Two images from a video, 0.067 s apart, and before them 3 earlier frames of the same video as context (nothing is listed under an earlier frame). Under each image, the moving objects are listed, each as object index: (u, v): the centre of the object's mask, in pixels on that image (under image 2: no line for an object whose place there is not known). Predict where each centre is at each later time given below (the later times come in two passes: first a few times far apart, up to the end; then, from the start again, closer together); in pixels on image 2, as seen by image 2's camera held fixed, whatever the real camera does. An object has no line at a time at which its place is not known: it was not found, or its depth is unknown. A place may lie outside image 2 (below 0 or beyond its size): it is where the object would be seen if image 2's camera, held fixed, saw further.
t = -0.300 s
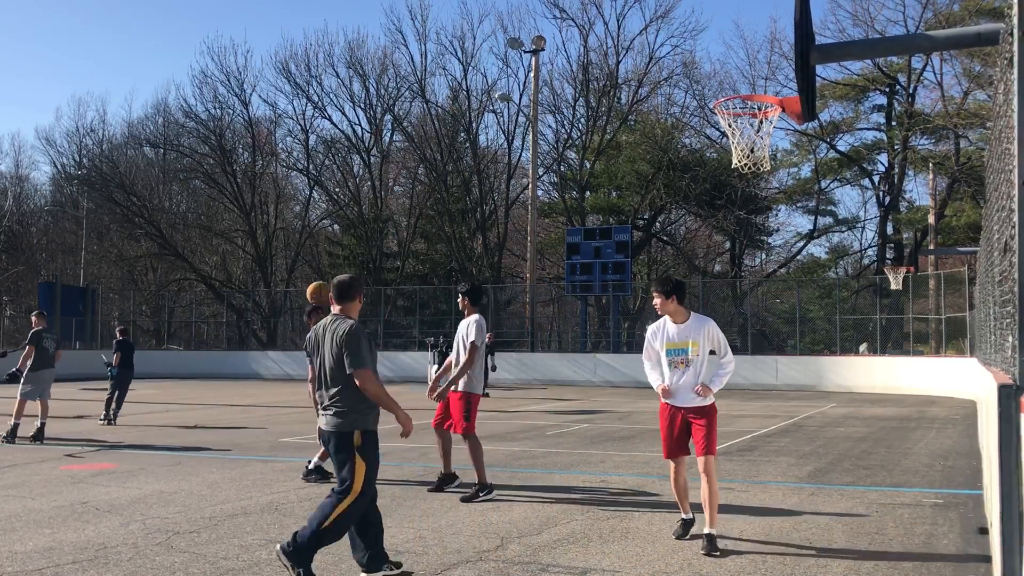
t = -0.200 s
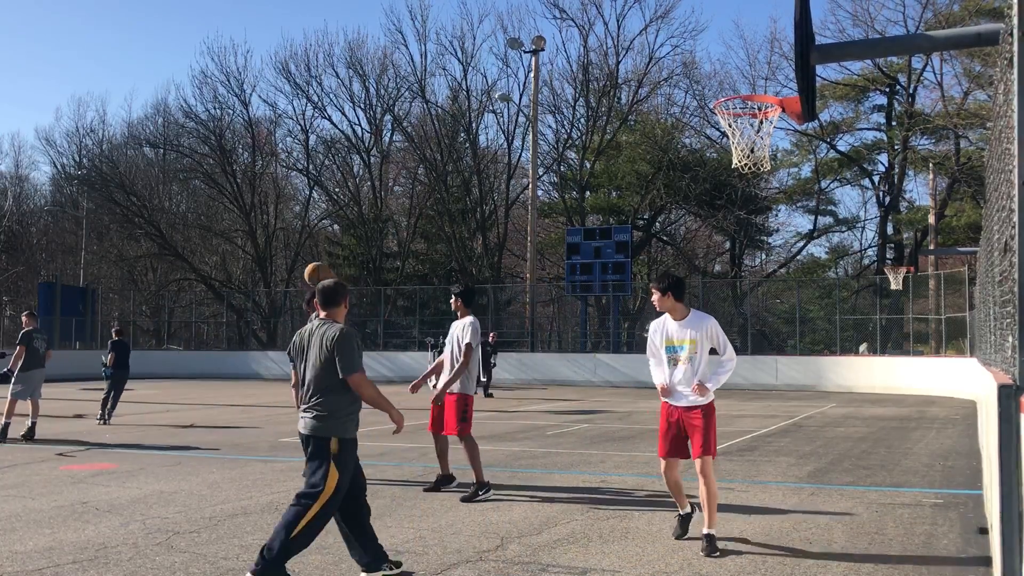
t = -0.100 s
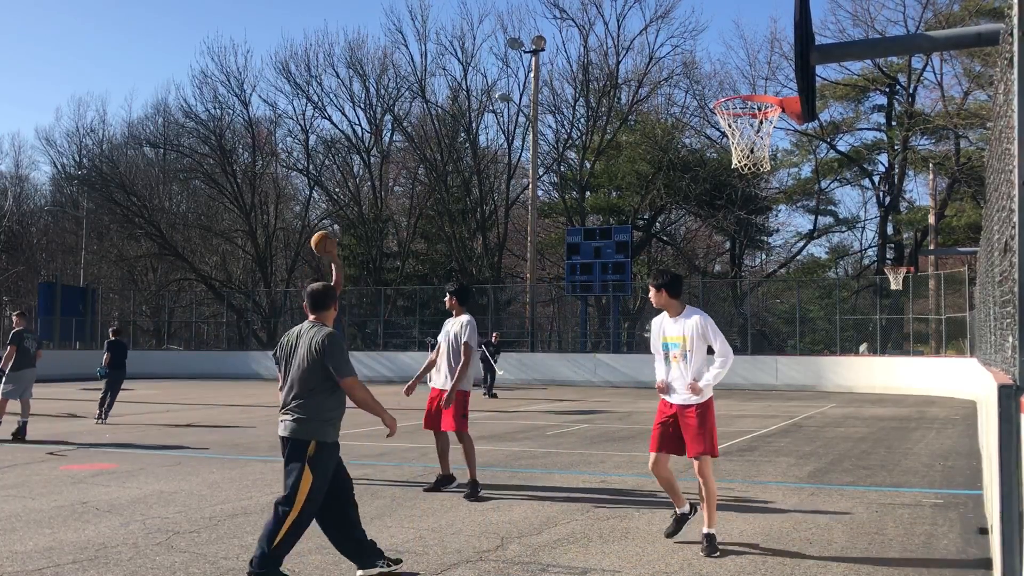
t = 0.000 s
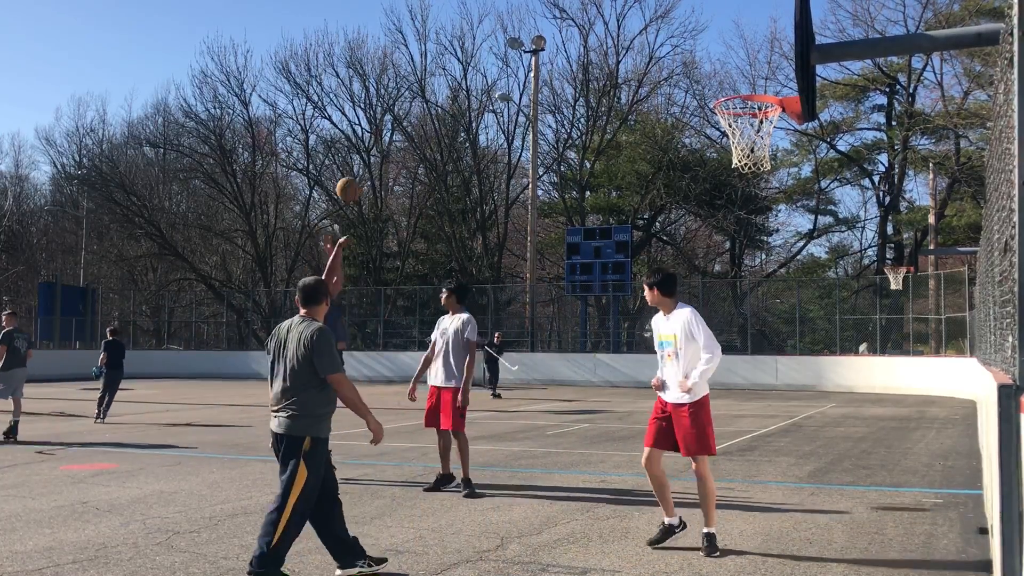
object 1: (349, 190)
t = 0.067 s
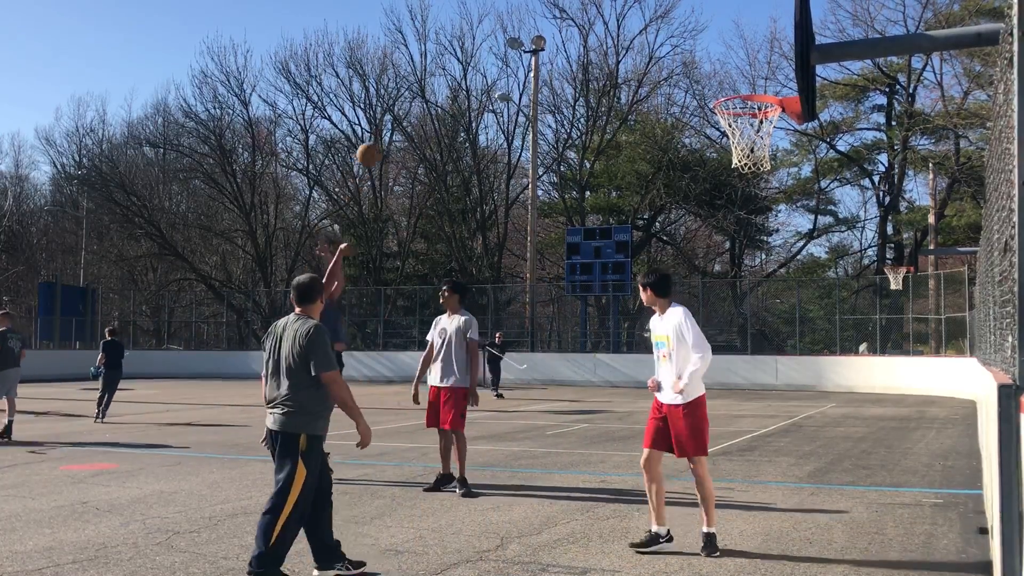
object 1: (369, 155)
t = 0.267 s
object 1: (433, 74)
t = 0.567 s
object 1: (542, 22)
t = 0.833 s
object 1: (651, 58)
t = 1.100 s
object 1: (721, 190)
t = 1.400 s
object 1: (729, 430)
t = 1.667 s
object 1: (705, 362)
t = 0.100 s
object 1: (380, 139)
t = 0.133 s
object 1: (390, 124)
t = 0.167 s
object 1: (400, 110)
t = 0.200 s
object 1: (412, 97)
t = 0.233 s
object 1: (422, 85)
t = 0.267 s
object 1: (433, 74)
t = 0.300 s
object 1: (445, 64)
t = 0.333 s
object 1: (456, 55)
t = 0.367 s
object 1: (469, 47)
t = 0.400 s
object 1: (480, 40)
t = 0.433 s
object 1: (492, 34)
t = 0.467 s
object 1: (504, 29)
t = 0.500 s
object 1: (516, 26)
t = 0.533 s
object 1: (529, 23)
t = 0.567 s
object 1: (542, 22)
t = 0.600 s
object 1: (555, 22)
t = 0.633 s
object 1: (567, 23)
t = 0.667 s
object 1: (581, 25)
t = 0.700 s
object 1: (594, 29)
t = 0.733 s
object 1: (608, 34)
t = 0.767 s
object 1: (622, 41)
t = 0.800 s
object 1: (636, 49)
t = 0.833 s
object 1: (651, 58)
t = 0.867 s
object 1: (666, 70)
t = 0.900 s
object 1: (680, 82)
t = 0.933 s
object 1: (696, 96)
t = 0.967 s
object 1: (708, 113)
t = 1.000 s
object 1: (714, 132)
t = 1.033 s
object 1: (718, 149)
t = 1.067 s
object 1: (719, 170)
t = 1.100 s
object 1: (721, 190)
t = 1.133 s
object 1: (721, 213)
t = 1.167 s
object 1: (722, 236)
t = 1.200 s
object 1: (722, 261)
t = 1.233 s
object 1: (723, 286)
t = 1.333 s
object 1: (726, 369)
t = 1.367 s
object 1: (727, 399)
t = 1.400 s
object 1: (729, 430)
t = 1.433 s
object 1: (731, 462)
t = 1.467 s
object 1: (732, 492)
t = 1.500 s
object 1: (727, 467)
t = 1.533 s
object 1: (722, 442)
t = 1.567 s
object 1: (718, 420)
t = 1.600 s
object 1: (713, 399)
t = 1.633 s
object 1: (709, 379)
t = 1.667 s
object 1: (705, 362)
